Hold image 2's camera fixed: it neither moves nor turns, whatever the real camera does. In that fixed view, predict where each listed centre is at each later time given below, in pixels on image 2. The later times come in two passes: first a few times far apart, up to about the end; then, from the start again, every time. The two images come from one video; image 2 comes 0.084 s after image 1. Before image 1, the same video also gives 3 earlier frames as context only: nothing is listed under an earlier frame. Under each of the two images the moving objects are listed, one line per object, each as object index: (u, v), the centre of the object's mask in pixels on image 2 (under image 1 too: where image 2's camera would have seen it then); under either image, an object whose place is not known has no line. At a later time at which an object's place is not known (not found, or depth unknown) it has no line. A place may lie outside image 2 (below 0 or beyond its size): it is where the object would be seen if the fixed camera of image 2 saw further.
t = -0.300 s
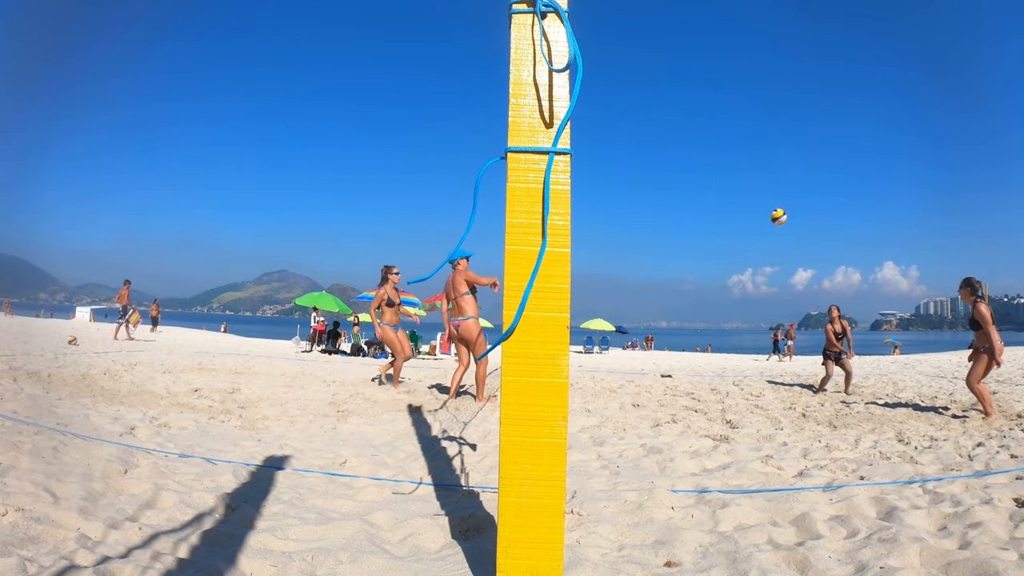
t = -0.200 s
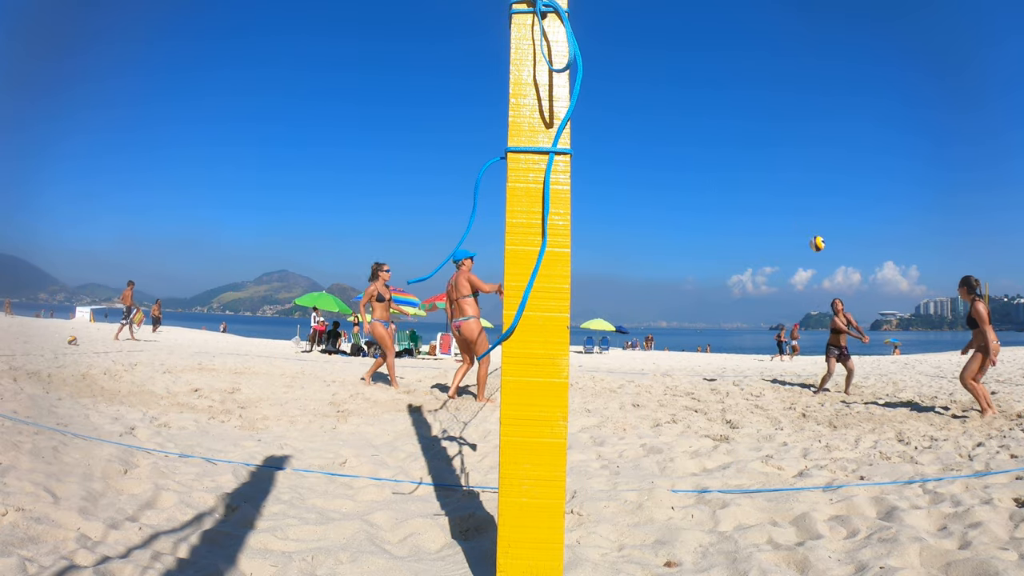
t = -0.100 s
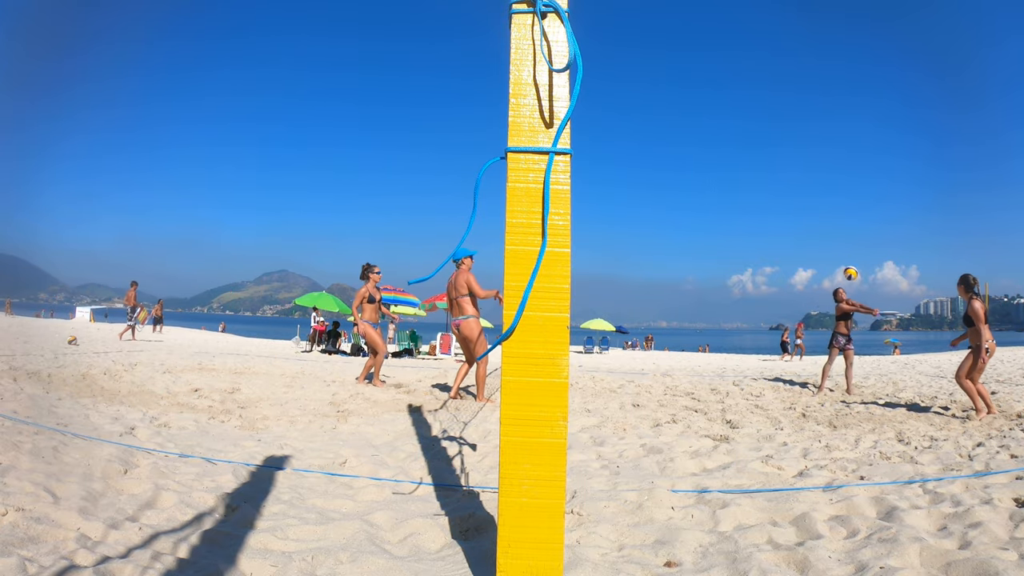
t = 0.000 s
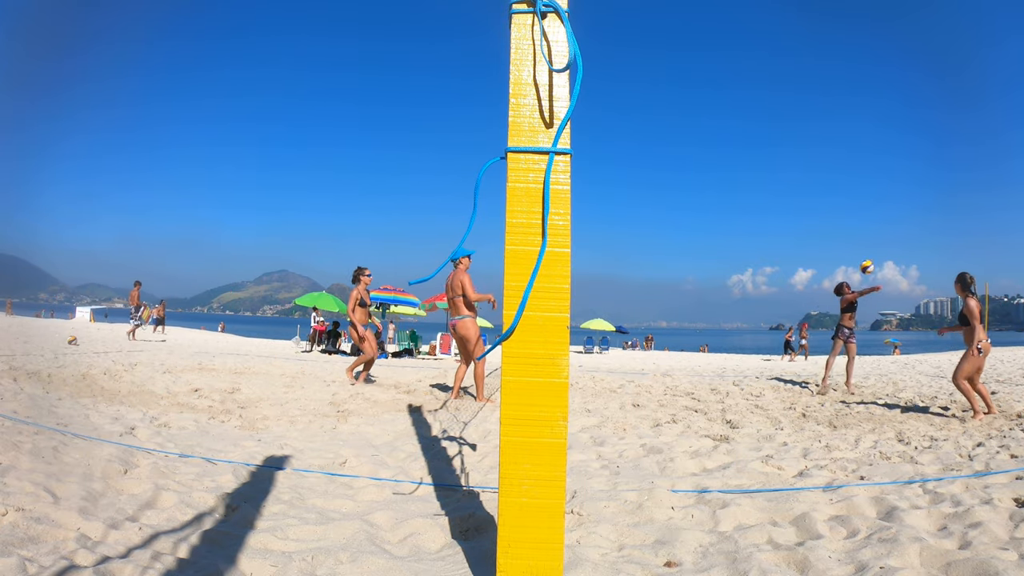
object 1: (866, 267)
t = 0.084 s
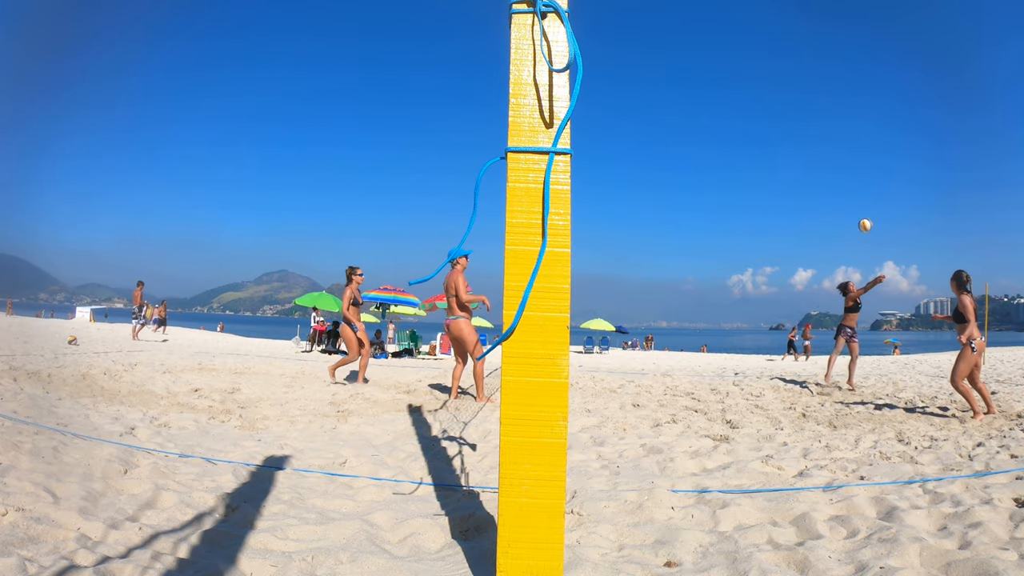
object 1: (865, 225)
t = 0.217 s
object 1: (862, 170)
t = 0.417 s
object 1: (857, 113)
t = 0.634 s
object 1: (854, 81)
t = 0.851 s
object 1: (854, 76)
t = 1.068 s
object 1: (859, 96)
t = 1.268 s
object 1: (865, 139)
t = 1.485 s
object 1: (873, 216)
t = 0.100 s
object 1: (864, 217)
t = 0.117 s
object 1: (864, 210)
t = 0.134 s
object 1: (864, 203)
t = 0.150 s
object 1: (863, 195)
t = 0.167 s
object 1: (863, 189)
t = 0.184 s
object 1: (862, 182)
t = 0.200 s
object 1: (862, 176)
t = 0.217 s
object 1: (862, 170)
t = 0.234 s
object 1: (861, 165)
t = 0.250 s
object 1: (861, 159)
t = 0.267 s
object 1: (860, 153)
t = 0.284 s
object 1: (860, 148)
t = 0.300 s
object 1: (860, 143)
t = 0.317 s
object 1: (859, 139)
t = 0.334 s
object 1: (859, 134)
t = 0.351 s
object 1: (859, 130)
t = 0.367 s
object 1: (858, 125)
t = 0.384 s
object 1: (858, 121)
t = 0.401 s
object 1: (857, 117)
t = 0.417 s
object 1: (857, 113)
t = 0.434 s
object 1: (857, 110)
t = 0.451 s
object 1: (856, 107)
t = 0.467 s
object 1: (856, 104)
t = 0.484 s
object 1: (856, 100)
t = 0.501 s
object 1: (855, 98)
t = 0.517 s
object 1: (855, 95)
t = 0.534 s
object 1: (855, 93)
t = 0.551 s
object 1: (854, 90)
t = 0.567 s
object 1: (854, 88)
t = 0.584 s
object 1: (854, 87)
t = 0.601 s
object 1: (854, 85)
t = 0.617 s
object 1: (854, 83)
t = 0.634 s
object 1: (854, 81)
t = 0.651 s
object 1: (854, 80)
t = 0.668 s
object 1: (853, 79)
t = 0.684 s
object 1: (853, 78)
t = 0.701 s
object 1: (853, 77)
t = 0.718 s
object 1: (853, 76)
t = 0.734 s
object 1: (853, 75)
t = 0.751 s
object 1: (853, 75)
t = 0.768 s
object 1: (853, 75)
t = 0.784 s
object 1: (854, 75)
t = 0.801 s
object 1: (854, 75)
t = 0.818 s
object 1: (854, 75)
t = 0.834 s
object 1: (854, 76)
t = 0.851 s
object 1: (854, 76)
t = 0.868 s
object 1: (855, 76)
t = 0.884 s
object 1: (855, 77)
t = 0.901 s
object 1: (855, 78)
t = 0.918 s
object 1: (855, 79)
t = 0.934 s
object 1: (856, 81)
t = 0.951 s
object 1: (856, 82)
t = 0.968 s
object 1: (856, 84)
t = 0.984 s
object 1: (857, 85)
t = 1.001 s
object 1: (857, 87)
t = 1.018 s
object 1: (857, 89)
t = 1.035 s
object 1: (858, 91)
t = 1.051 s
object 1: (858, 93)
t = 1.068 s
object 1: (859, 96)
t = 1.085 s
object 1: (859, 98)
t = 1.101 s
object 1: (859, 101)
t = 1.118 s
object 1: (860, 104)
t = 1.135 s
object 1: (861, 107)
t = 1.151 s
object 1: (861, 111)
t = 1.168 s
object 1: (862, 114)
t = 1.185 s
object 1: (863, 118)
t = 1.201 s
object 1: (863, 122)
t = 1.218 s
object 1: (864, 126)
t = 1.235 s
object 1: (864, 130)
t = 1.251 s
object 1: (865, 134)
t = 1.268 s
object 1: (865, 139)
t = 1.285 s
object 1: (866, 144)
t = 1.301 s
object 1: (866, 148)
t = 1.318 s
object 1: (867, 153)
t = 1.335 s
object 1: (868, 159)
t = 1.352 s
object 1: (868, 164)
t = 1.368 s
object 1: (869, 170)
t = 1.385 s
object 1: (870, 176)
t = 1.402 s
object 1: (870, 182)
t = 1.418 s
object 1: (871, 188)
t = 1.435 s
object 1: (871, 195)
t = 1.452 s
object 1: (872, 202)
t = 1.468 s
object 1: (872, 209)
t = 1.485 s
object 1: (873, 216)
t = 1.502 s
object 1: (874, 223)
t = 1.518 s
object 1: (874, 231)
